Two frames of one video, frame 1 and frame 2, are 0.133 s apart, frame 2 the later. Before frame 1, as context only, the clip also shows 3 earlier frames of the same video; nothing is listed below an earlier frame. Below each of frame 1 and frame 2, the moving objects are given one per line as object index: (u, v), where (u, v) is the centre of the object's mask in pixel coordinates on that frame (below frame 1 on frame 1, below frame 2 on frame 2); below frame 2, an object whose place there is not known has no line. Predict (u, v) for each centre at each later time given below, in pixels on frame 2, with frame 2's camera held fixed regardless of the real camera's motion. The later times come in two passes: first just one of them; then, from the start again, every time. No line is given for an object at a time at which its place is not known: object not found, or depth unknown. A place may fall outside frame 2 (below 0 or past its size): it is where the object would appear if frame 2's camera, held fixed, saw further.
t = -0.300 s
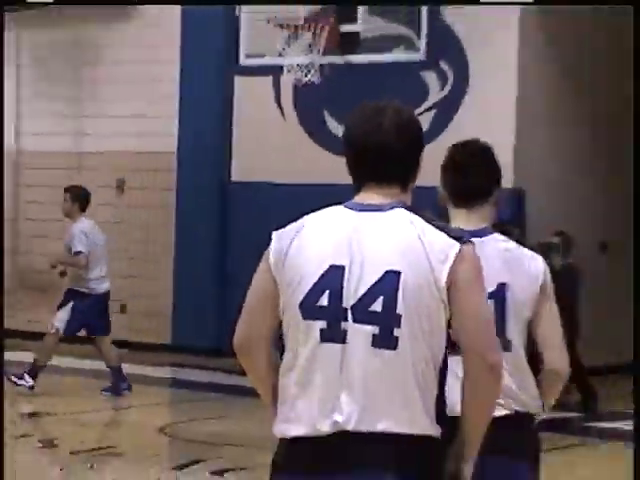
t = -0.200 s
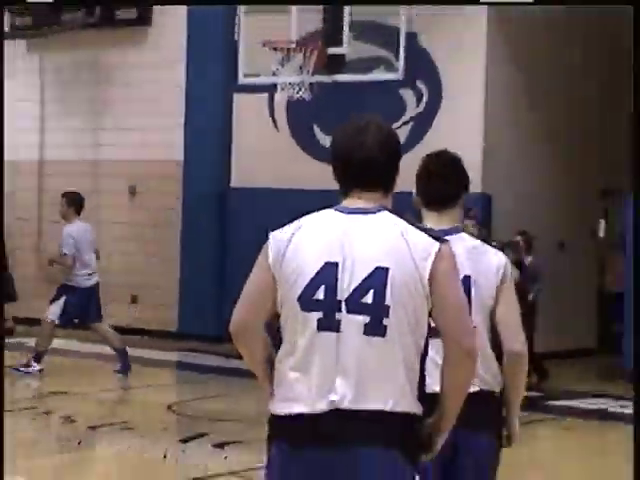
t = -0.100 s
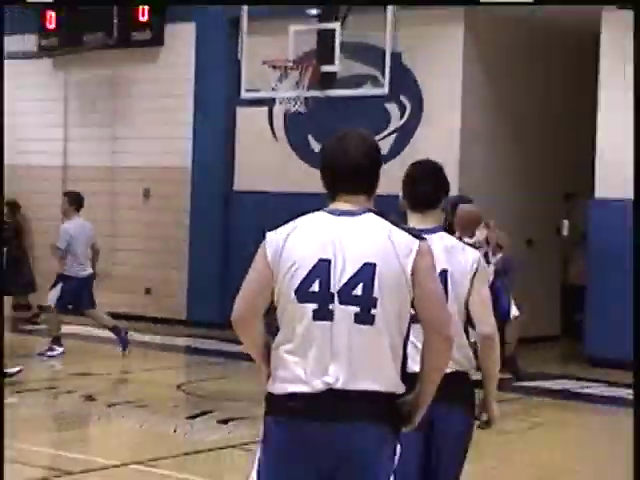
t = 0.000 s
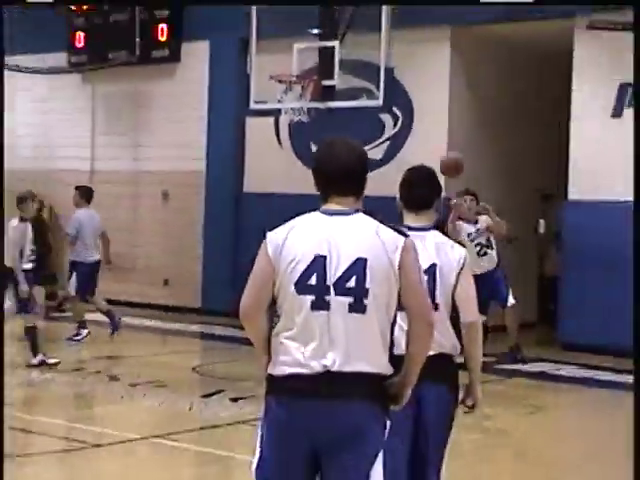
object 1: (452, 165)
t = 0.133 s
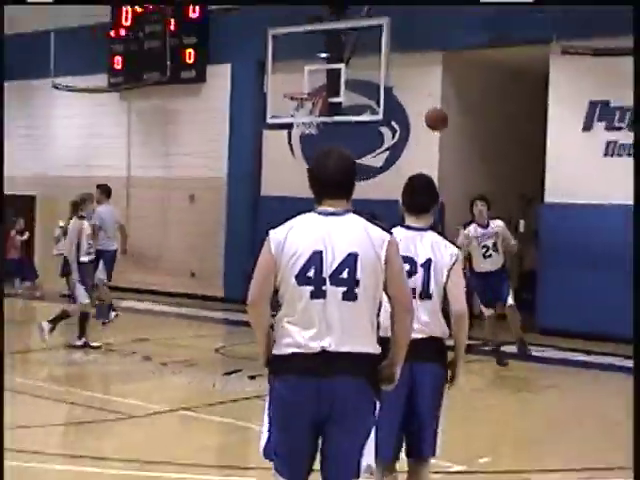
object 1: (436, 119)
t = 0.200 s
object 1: (432, 96)
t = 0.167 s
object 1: (433, 107)
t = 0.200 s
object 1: (432, 96)
